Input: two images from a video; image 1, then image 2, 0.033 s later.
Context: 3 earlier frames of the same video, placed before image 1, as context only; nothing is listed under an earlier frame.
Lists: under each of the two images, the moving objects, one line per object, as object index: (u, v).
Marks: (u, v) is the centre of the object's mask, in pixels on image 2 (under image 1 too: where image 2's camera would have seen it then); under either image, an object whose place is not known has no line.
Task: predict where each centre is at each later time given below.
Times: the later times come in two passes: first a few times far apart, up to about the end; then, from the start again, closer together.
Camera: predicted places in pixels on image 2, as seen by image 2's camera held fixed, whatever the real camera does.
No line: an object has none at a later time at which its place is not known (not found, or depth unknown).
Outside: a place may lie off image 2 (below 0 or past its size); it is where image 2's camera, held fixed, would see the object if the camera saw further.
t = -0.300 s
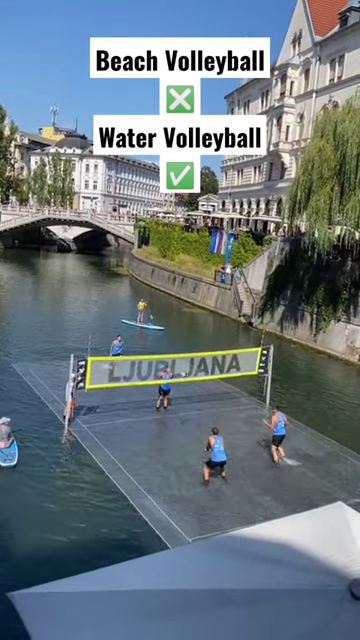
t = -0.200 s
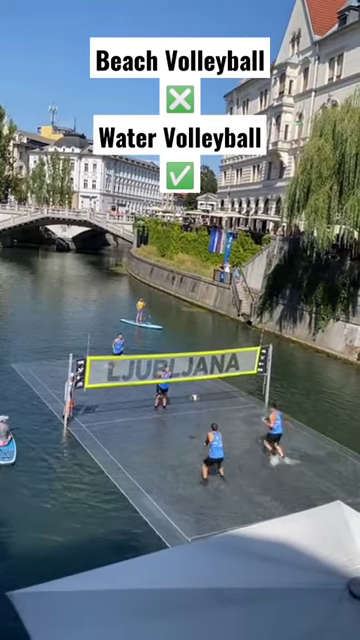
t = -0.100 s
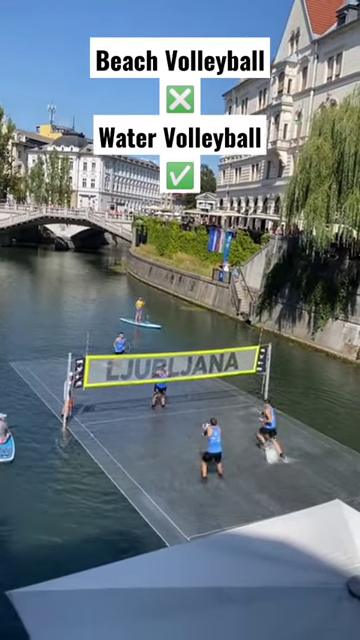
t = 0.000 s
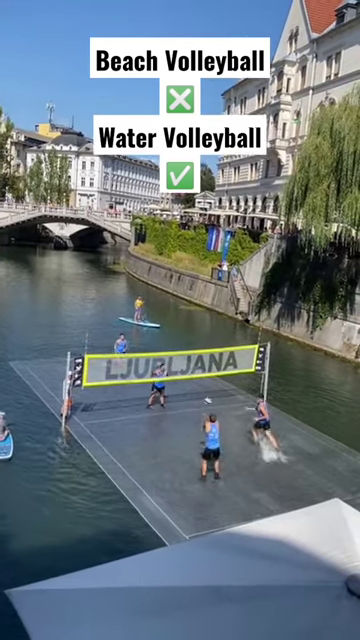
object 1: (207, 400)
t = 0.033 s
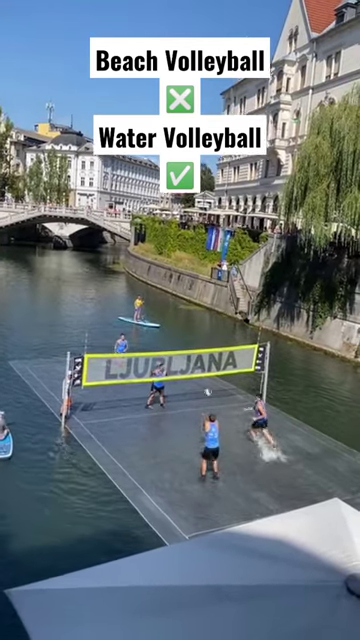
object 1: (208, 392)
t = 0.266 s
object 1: (210, 345)
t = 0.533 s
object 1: (210, 316)
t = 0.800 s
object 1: (209, 312)
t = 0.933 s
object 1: (208, 318)
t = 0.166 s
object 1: (209, 365)
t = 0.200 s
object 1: (210, 358)
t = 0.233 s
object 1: (210, 350)
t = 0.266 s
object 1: (210, 345)
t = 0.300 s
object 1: (210, 340)
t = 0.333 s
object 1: (210, 336)
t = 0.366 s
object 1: (210, 332)
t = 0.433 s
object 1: (210, 325)
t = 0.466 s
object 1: (210, 321)
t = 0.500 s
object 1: (210, 319)
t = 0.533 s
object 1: (210, 316)
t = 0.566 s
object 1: (210, 315)
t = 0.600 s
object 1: (210, 313)
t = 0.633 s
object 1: (210, 313)
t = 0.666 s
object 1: (210, 312)
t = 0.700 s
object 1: (210, 311)
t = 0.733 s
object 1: (210, 312)
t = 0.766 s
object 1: (210, 312)
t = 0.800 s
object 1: (209, 312)
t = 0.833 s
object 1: (209, 313)
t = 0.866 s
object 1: (209, 315)
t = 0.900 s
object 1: (208, 317)
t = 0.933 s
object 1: (208, 318)
